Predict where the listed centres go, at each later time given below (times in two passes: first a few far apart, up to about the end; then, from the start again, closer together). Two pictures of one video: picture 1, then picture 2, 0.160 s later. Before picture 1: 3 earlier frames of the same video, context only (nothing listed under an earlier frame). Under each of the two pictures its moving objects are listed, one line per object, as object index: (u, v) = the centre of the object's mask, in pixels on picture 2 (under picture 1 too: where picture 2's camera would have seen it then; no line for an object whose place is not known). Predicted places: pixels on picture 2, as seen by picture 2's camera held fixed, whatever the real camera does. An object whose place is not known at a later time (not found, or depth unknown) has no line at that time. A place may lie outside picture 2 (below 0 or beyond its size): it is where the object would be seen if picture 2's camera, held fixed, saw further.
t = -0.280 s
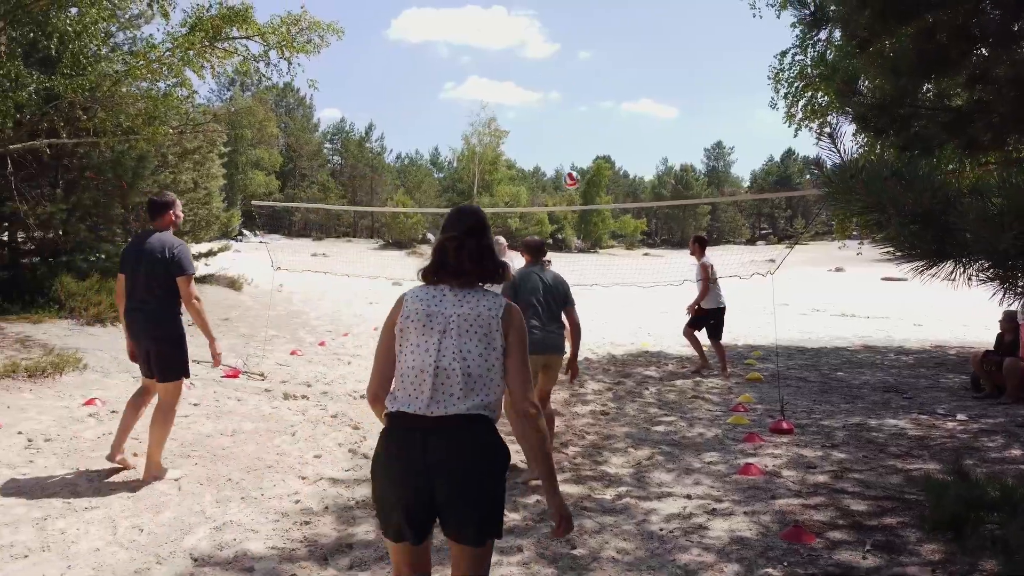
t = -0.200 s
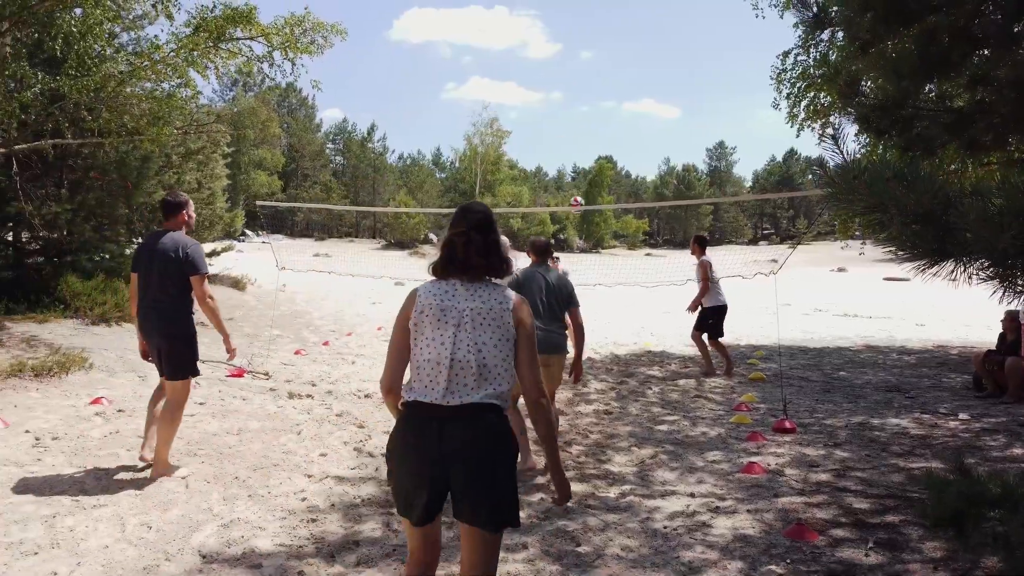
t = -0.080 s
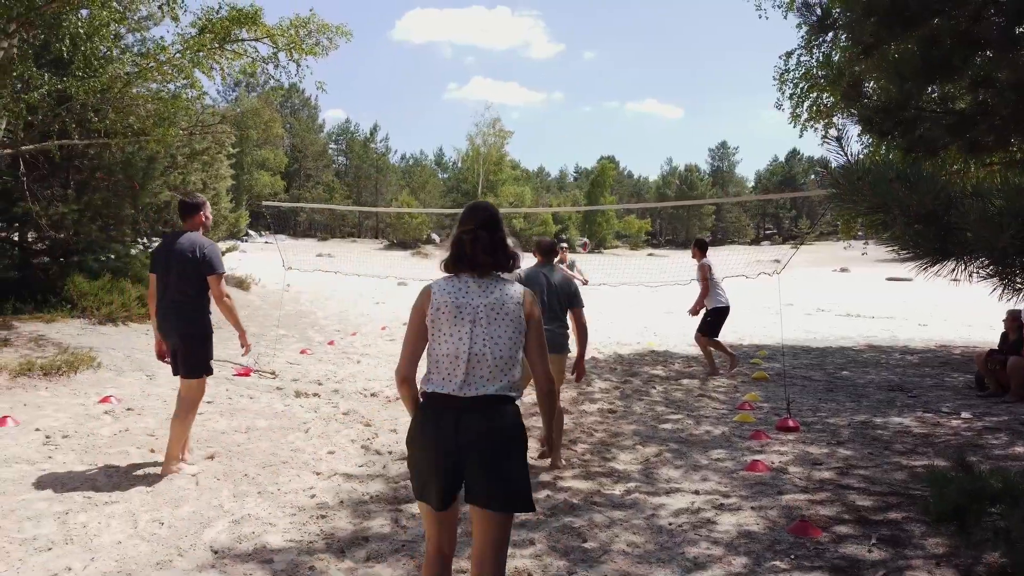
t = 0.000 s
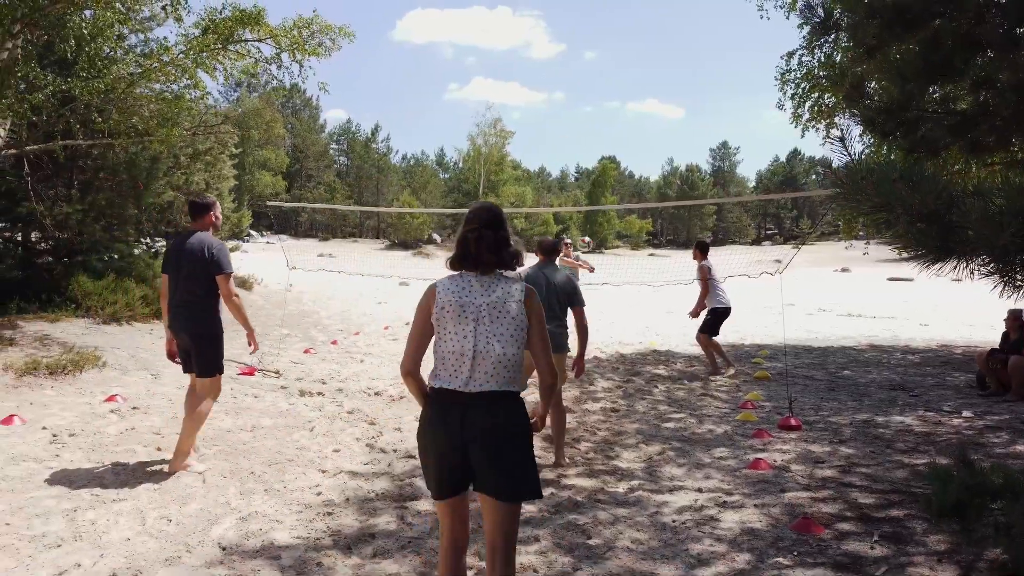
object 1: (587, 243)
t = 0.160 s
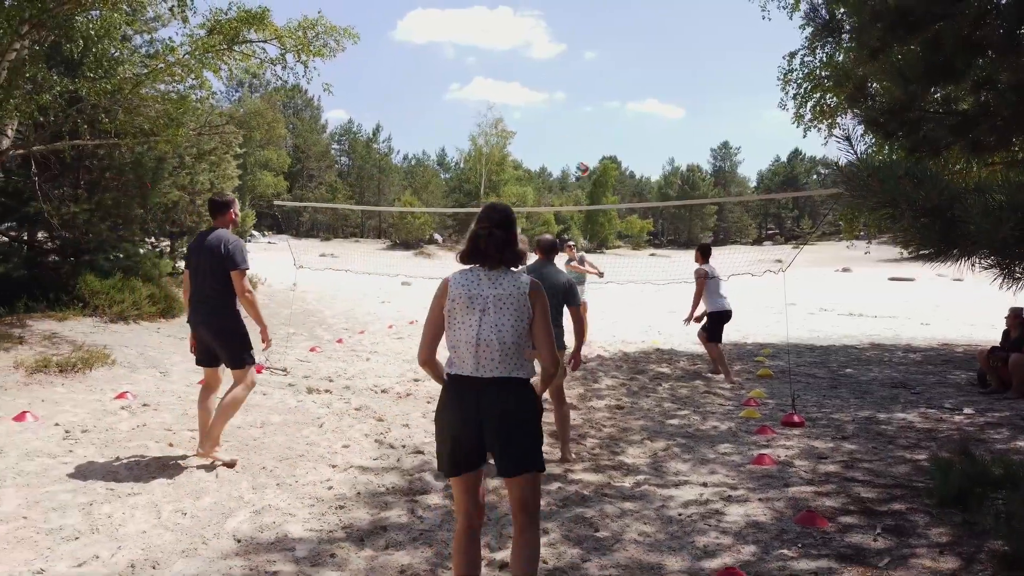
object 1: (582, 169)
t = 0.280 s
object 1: (579, 123)
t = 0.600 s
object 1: (568, 48)
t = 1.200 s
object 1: (548, 104)
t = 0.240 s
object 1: (580, 137)
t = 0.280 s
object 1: (579, 123)
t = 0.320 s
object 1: (578, 109)
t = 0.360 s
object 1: (577, 98)
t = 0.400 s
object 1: (575, 87)
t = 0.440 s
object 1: (574, 77)
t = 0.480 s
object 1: (573, 67)
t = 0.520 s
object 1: (571, 60)
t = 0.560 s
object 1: (570, 54)
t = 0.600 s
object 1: (568, 48)
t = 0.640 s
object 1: (567, 44)
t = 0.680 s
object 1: (565, 41)
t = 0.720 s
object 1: (564, 39)
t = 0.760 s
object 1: (563, 38)
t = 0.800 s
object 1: (561, 38)
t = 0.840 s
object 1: (559, 40)
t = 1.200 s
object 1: (548, 104)
